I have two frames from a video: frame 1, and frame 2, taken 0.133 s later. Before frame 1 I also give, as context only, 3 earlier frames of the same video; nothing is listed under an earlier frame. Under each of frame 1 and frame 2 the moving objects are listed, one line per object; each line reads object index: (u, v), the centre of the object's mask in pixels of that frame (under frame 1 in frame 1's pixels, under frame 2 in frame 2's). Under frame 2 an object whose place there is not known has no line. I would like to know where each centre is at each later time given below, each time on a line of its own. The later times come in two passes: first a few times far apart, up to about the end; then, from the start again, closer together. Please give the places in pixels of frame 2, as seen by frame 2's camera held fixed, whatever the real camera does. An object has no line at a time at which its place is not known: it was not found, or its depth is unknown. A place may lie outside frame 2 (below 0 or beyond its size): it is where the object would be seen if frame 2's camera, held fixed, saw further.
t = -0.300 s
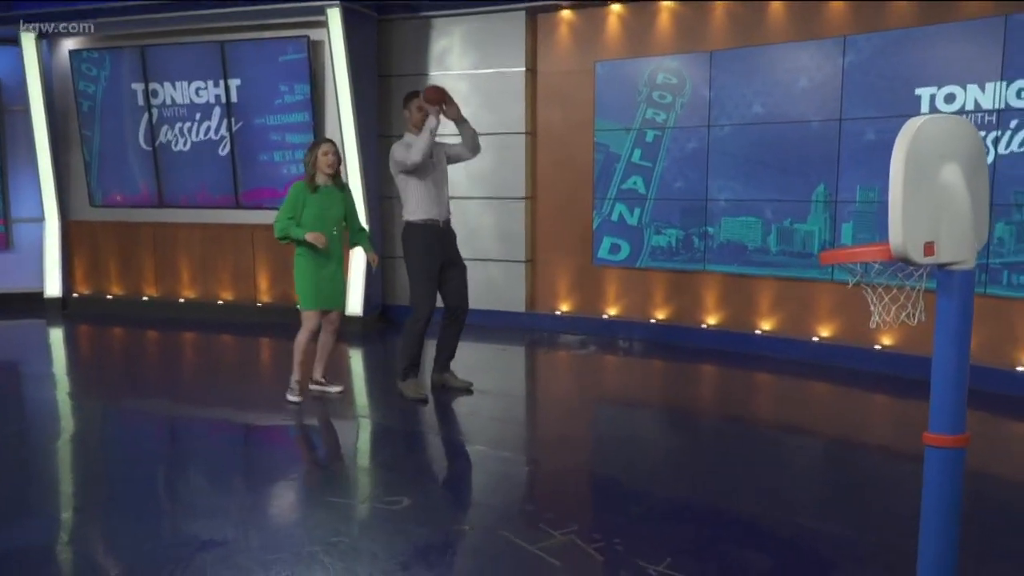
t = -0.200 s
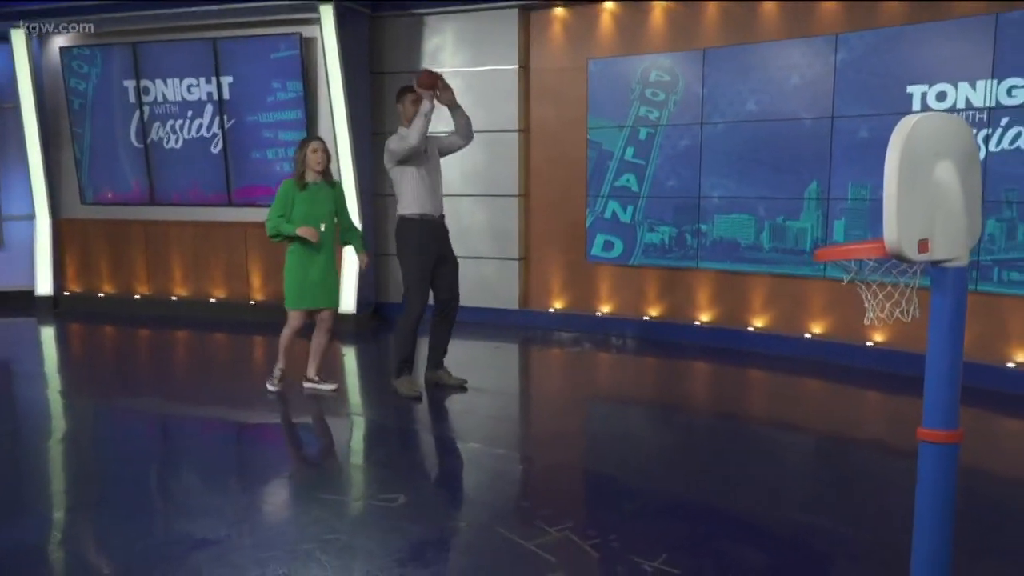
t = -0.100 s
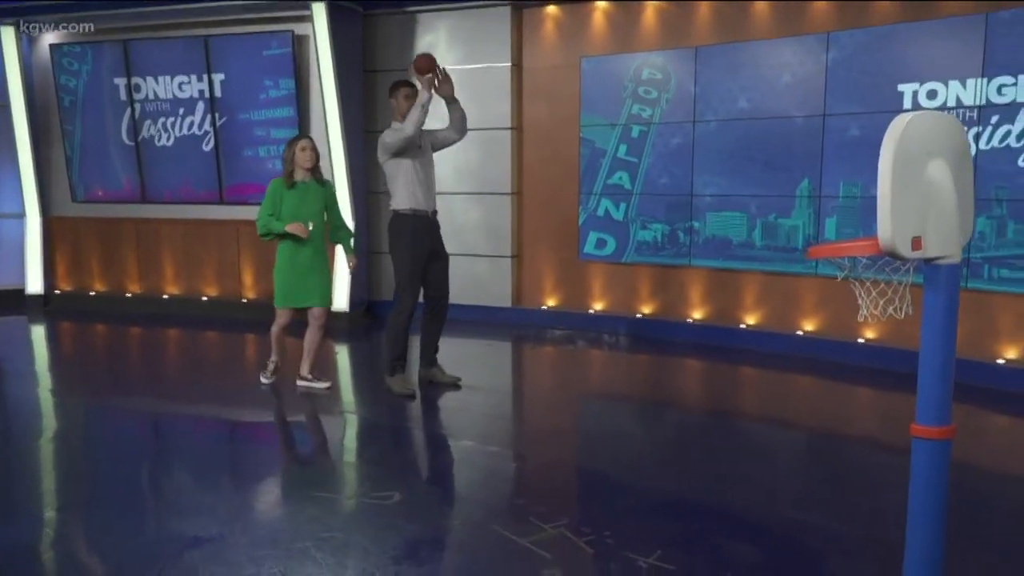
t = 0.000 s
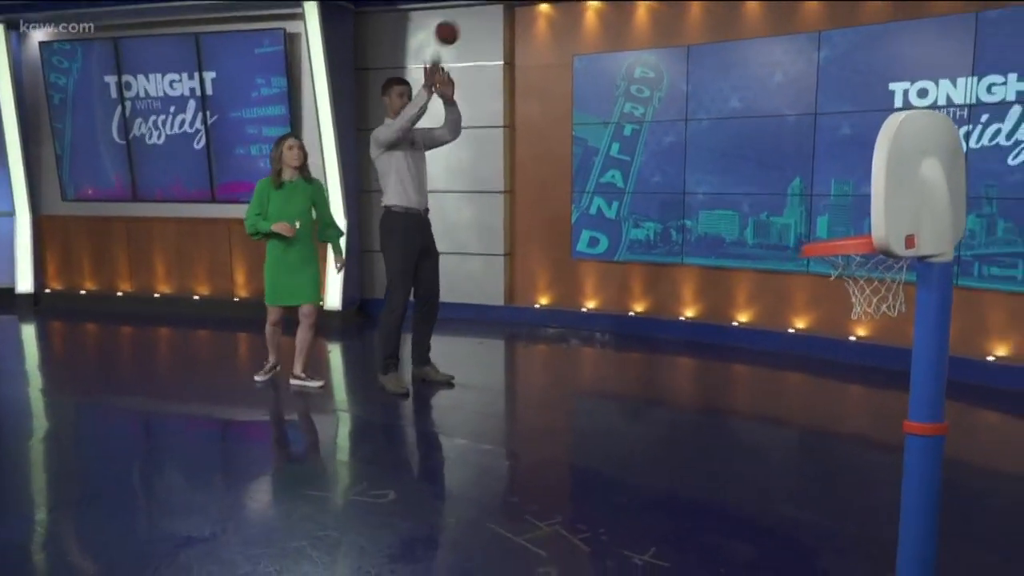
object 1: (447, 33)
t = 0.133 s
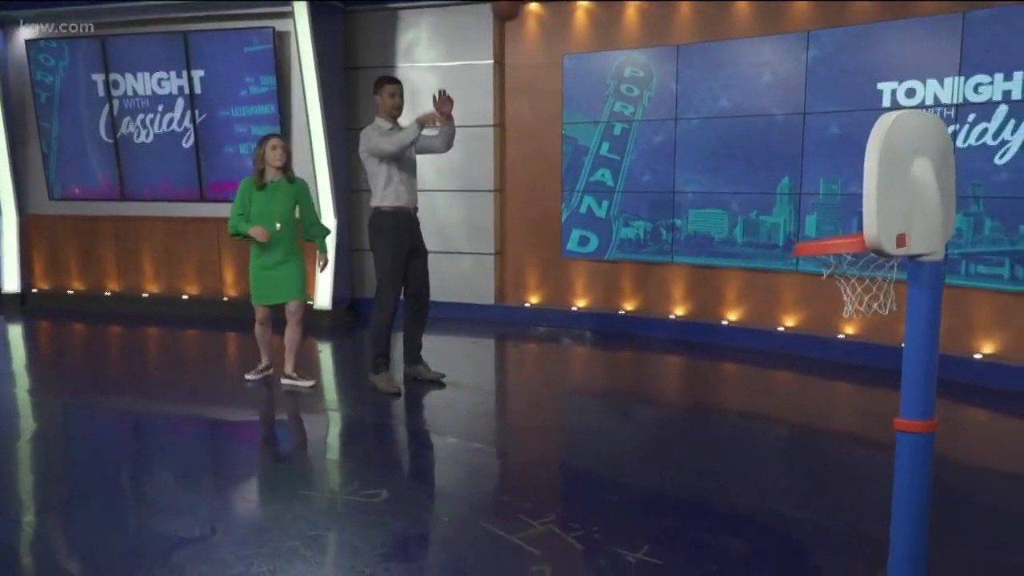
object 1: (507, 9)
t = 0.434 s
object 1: (754, 107)
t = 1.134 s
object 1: (849, 283)
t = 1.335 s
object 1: (860, 405)
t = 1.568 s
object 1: (795, 545)
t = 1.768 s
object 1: (686, 511)
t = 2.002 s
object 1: (591, 477)
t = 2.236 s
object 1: (513, 451)
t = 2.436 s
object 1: (458, 431)
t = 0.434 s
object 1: (754, 107)
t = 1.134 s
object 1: (849, 283)
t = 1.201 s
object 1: (856, 323)
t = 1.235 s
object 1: (857, 331)
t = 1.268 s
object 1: (858, 354)
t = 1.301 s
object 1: (860, 377)
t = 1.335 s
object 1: (860, 405)
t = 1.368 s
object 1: (861, 438)
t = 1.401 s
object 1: (861, 472)
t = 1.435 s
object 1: (860, 511)
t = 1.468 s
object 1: (859, 552)
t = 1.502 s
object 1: (843, 559)
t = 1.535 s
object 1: (819, 551)
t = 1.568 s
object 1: (795, 545)
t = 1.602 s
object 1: (772, 543)
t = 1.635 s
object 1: (751, 540)
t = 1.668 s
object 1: (735, 528)
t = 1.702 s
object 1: (718, 519)
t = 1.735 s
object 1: (702, 514)
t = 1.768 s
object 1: (686, 511)
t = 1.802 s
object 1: (671, 510)
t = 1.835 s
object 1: (657, 501)
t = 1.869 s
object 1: (643, 495)
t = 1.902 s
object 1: (630, 492)
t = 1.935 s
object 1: (616, 488)
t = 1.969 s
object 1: (604, 481)
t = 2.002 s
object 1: (591, 477)
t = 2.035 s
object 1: (579, 475)
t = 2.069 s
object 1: (568, 469)
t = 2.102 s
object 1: (557, 466)
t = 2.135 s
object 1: (545, 462)
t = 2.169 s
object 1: (535, 458)
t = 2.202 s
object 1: (524, 455)
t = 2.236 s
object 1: (513, 451)
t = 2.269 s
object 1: (503, 447)
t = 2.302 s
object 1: (494, 443)
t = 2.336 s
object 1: (485, 441)
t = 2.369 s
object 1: (476, 438)
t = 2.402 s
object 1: (467, 434)
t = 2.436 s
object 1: (458, 431)
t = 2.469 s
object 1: (449, 428)
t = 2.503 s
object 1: (441, 425)
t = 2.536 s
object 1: (434, 422)
